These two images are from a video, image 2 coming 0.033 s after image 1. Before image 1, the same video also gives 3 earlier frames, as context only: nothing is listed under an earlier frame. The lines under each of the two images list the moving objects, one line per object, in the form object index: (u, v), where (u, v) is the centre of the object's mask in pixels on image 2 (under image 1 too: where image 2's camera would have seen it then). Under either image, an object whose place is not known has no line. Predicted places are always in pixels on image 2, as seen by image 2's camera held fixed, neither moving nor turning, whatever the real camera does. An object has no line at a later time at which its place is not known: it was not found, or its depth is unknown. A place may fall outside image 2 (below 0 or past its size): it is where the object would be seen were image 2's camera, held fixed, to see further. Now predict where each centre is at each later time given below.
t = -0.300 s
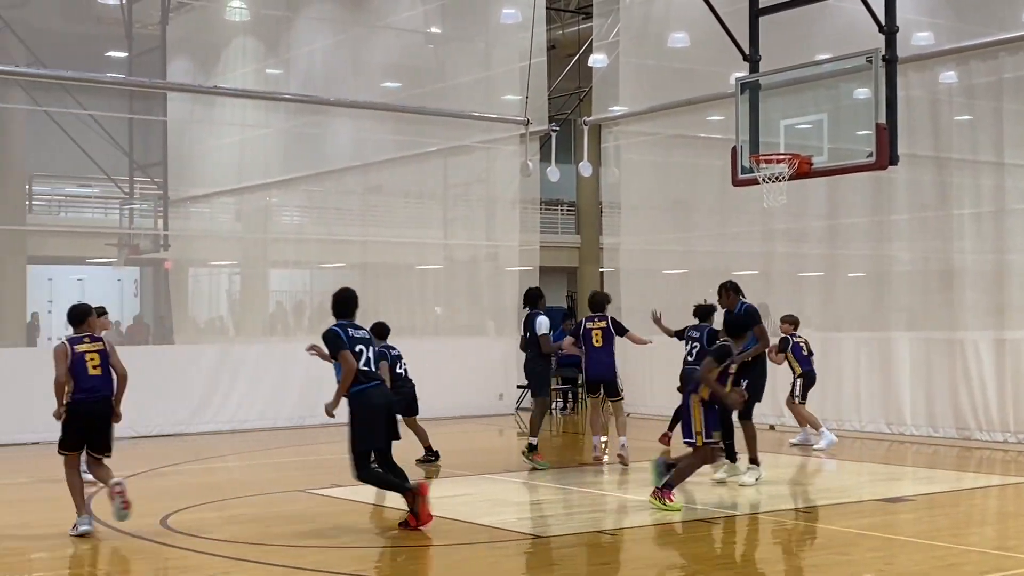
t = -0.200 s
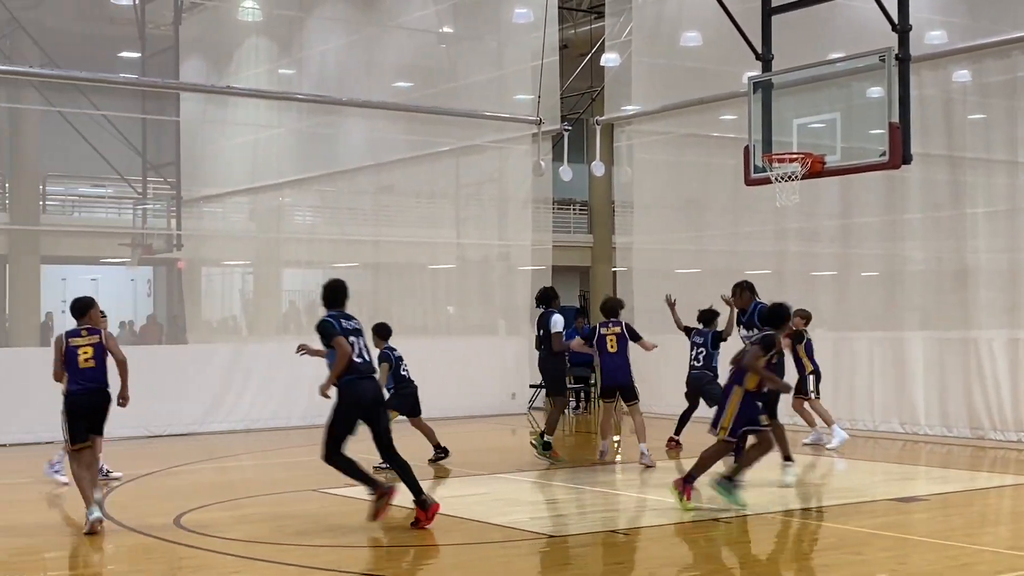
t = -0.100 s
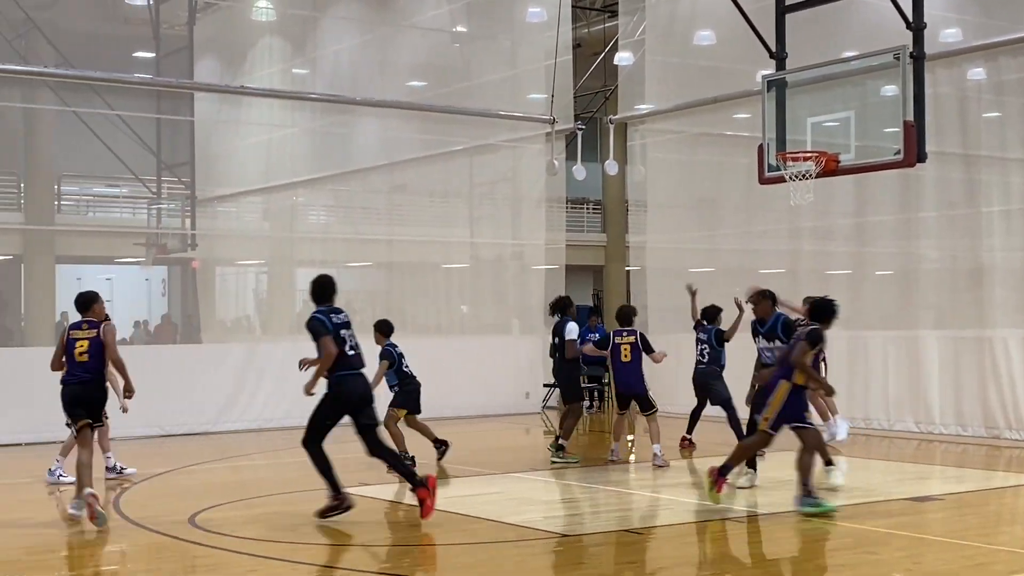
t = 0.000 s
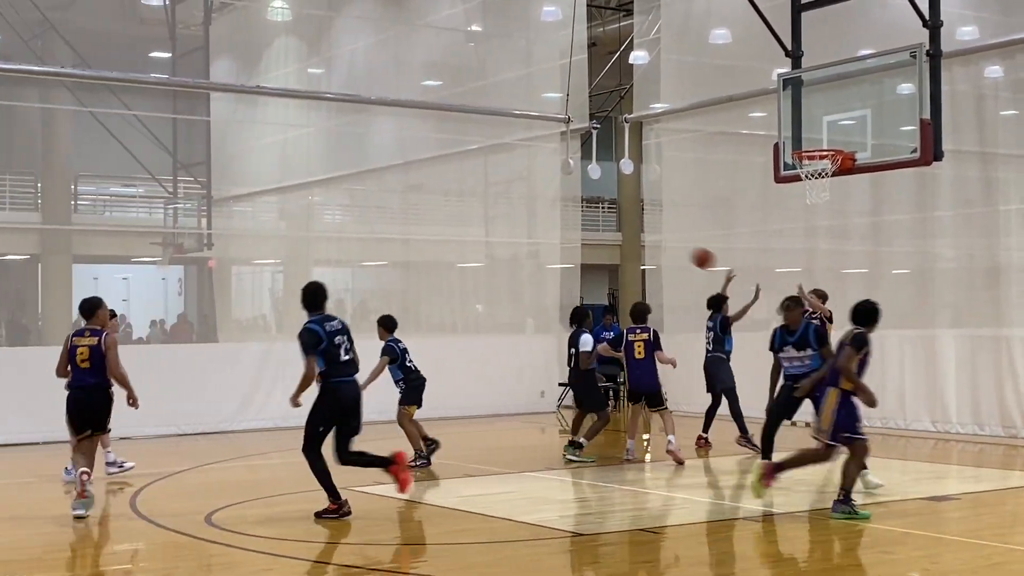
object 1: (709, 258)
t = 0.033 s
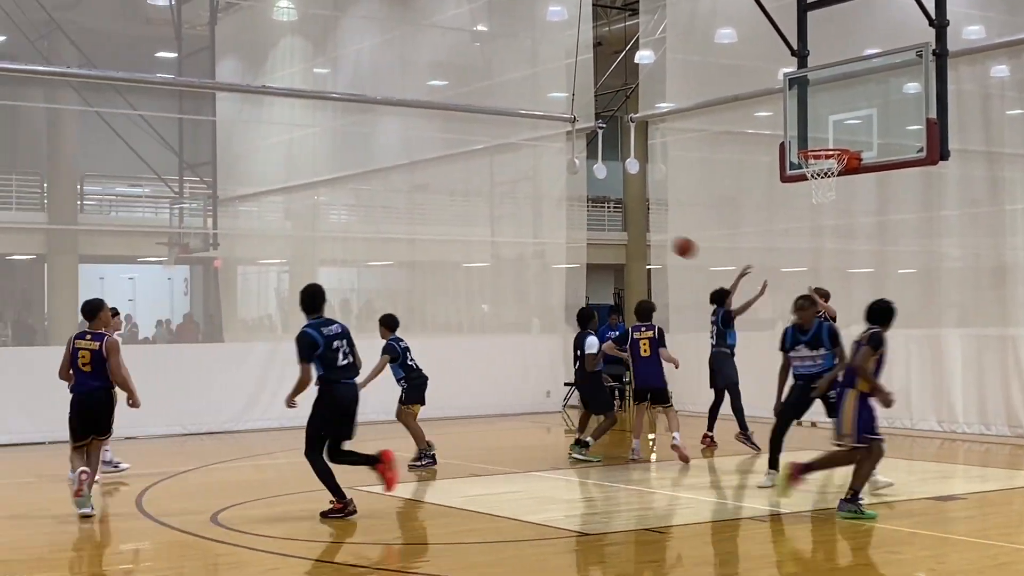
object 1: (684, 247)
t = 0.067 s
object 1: (661, 238)
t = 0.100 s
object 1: (636, 228)
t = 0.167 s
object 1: (586, 212)
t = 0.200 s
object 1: (562, 205)
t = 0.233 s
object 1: (537, 200)
